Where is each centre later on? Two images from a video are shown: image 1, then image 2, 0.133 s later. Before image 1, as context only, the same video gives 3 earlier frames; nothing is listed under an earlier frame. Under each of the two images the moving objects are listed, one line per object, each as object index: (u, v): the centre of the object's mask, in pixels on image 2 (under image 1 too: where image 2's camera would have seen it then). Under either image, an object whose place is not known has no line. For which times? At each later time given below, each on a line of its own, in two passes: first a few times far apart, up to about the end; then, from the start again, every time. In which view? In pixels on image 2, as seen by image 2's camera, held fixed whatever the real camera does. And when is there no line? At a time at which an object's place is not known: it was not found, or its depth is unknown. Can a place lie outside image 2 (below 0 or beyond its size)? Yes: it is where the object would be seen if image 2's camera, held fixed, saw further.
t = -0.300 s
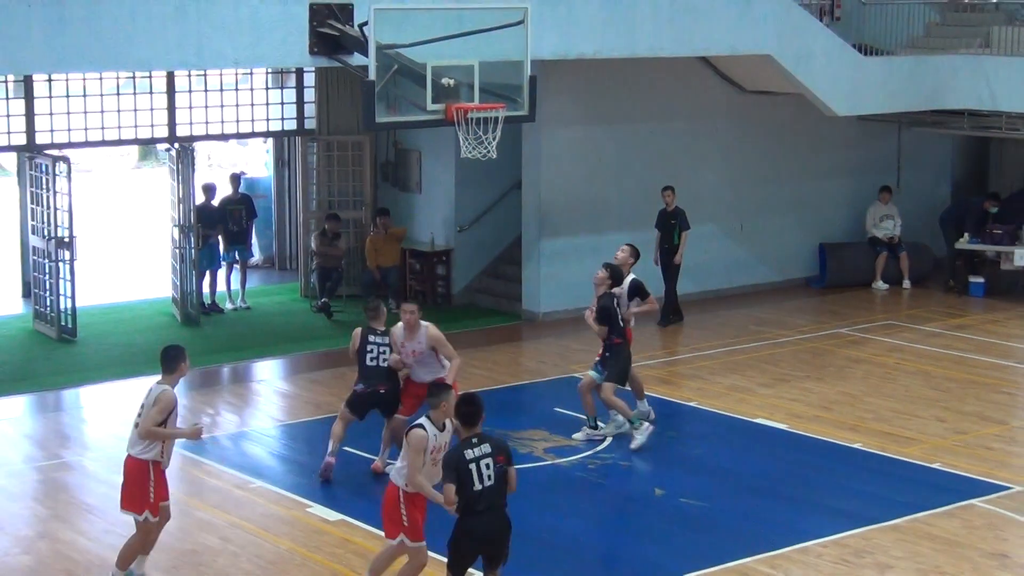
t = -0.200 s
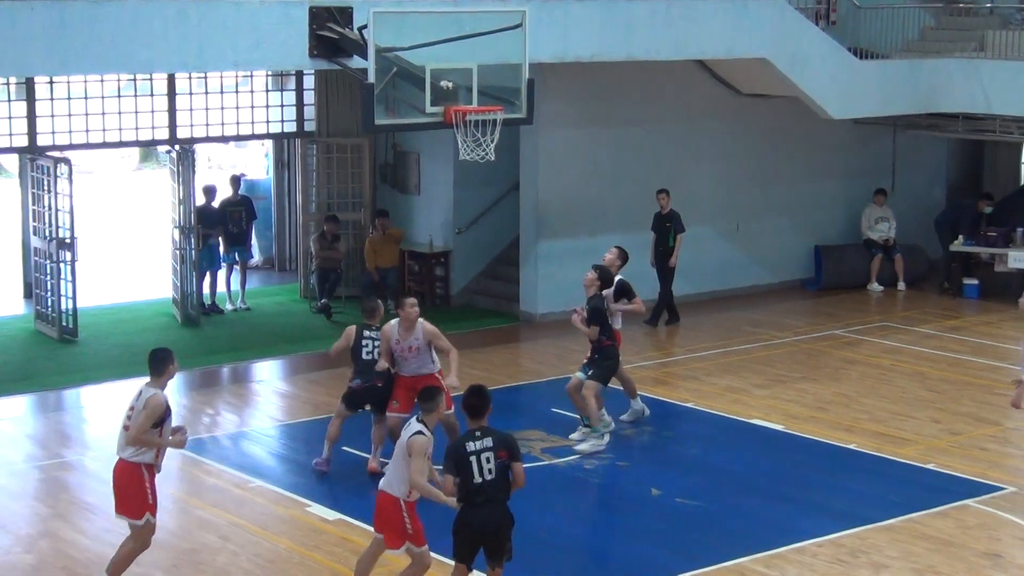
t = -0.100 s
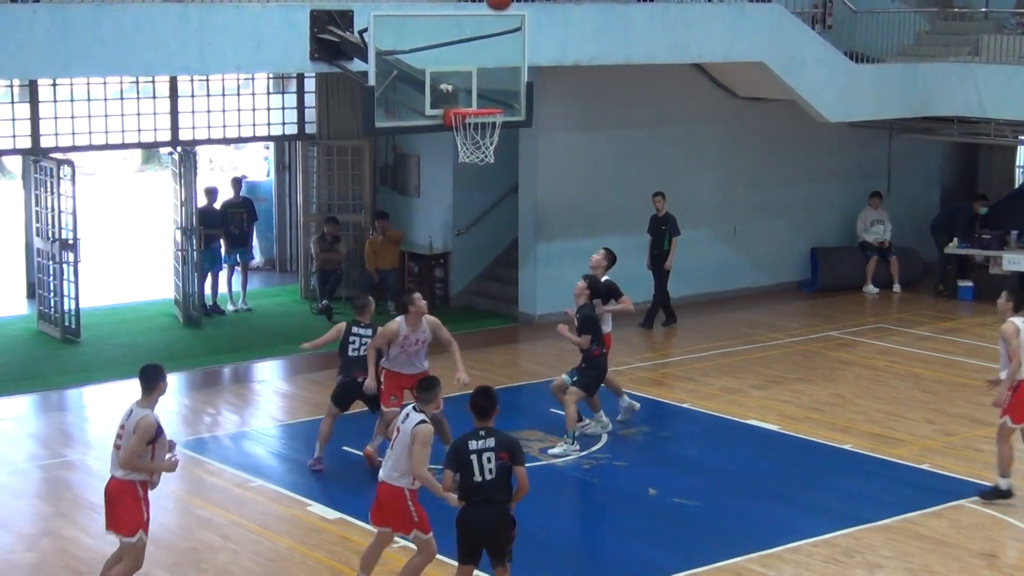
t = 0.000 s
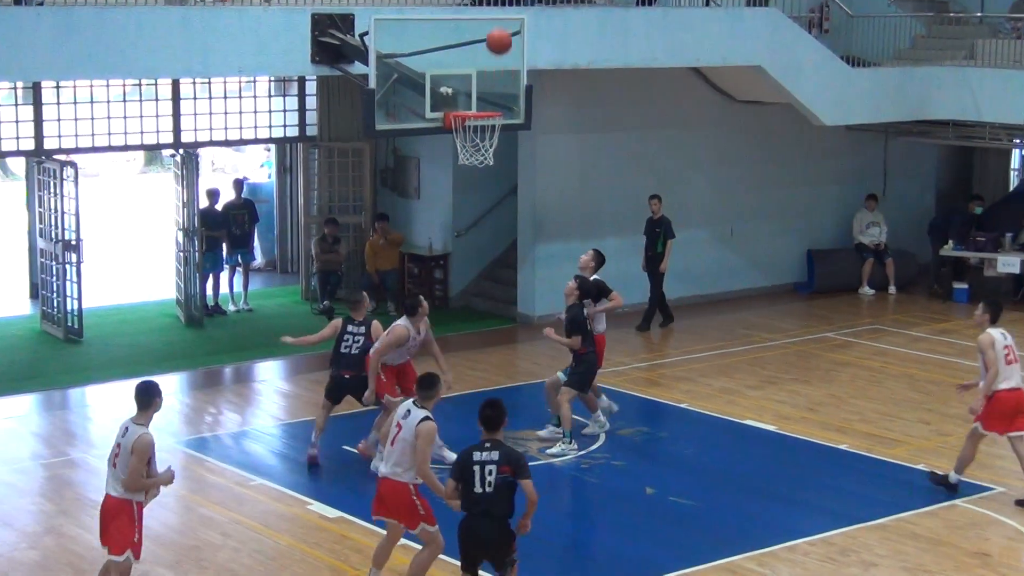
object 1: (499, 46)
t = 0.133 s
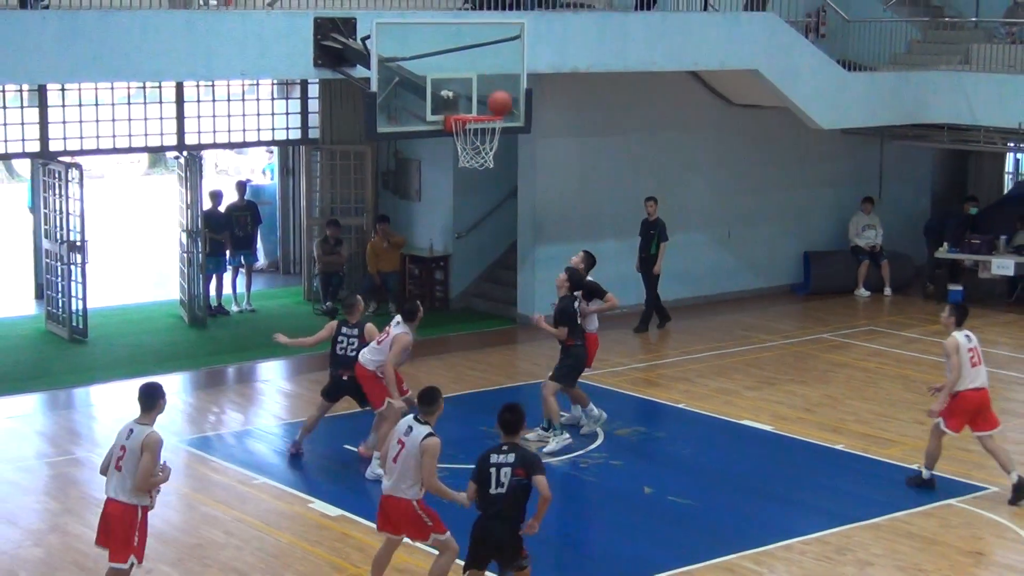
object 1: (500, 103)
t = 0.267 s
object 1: (515, 82)
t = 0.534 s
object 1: (574, 86)
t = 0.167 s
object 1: (504, 96)
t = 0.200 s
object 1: (507, 90)
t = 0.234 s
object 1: (511, 86)
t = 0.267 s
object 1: (515, 82)
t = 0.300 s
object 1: (520, 79)
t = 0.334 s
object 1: (528, 76)
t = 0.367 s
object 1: (536, 75)
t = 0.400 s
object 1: (544, 75)
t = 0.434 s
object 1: (551, 76)
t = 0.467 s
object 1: (559, 79)
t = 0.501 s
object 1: (567, 81)
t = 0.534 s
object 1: (574, 86)
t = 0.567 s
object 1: (582, 91)
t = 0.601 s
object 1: (590, 97)
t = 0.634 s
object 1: (598, 106)
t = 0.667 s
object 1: (605, 114)
